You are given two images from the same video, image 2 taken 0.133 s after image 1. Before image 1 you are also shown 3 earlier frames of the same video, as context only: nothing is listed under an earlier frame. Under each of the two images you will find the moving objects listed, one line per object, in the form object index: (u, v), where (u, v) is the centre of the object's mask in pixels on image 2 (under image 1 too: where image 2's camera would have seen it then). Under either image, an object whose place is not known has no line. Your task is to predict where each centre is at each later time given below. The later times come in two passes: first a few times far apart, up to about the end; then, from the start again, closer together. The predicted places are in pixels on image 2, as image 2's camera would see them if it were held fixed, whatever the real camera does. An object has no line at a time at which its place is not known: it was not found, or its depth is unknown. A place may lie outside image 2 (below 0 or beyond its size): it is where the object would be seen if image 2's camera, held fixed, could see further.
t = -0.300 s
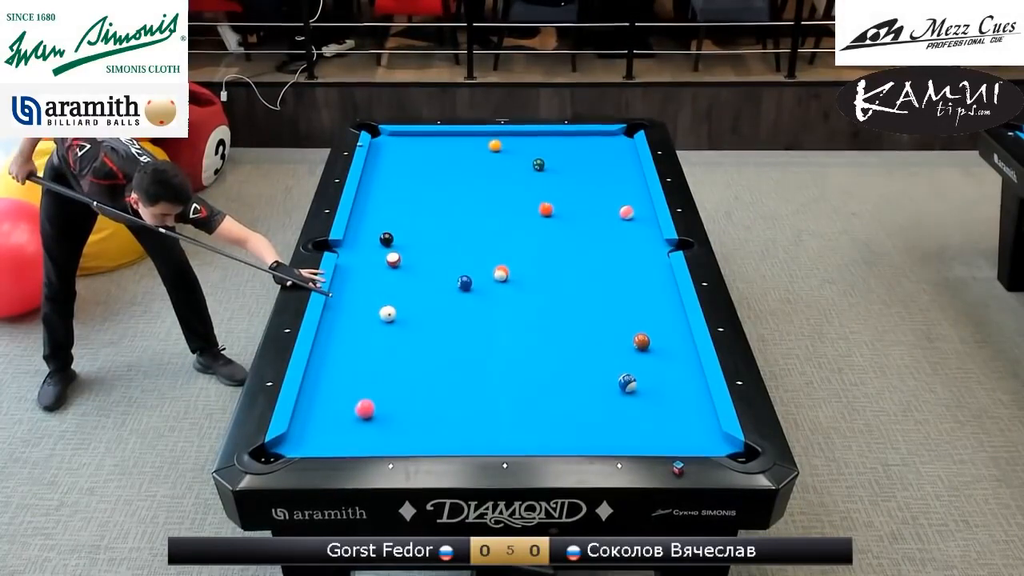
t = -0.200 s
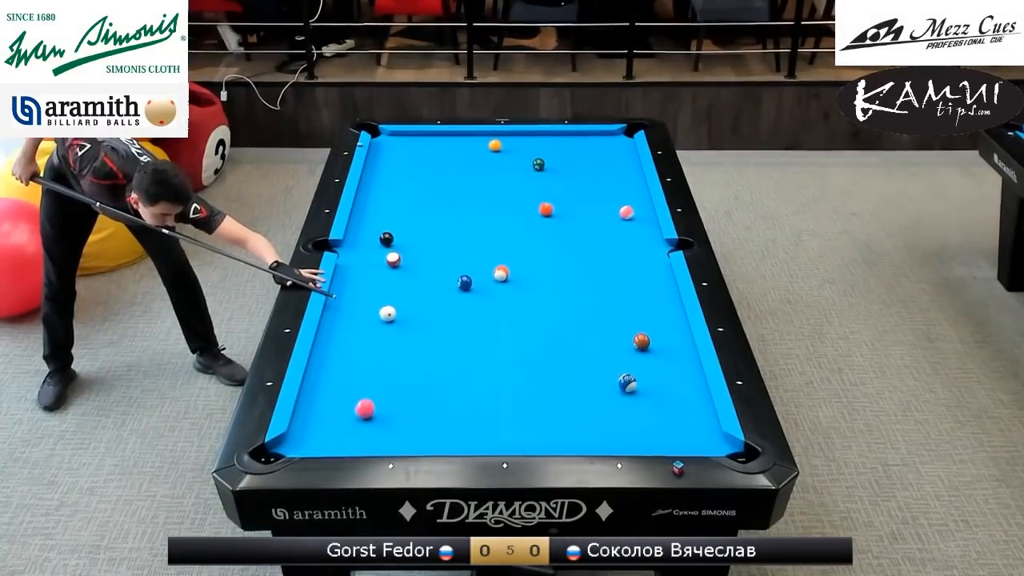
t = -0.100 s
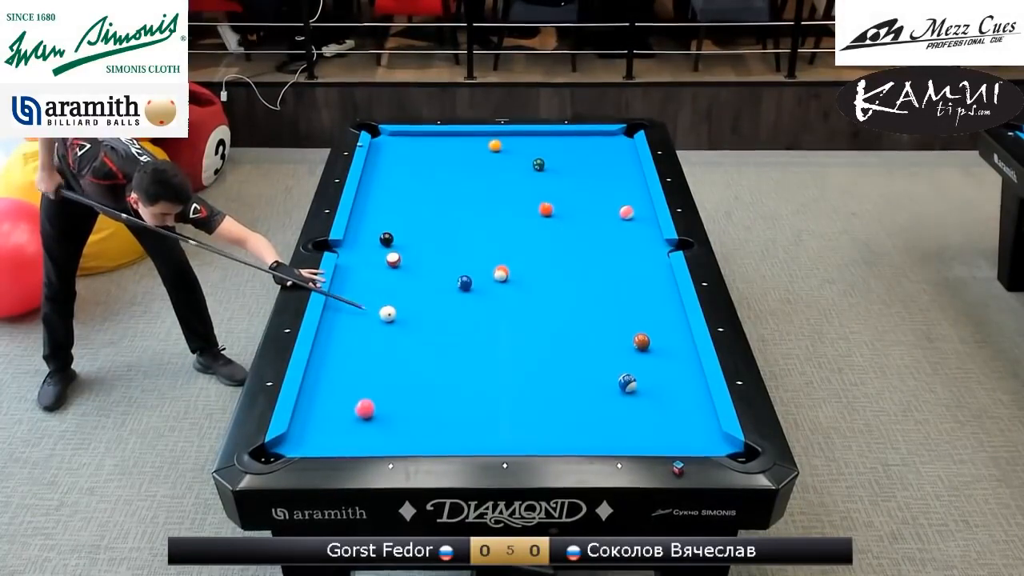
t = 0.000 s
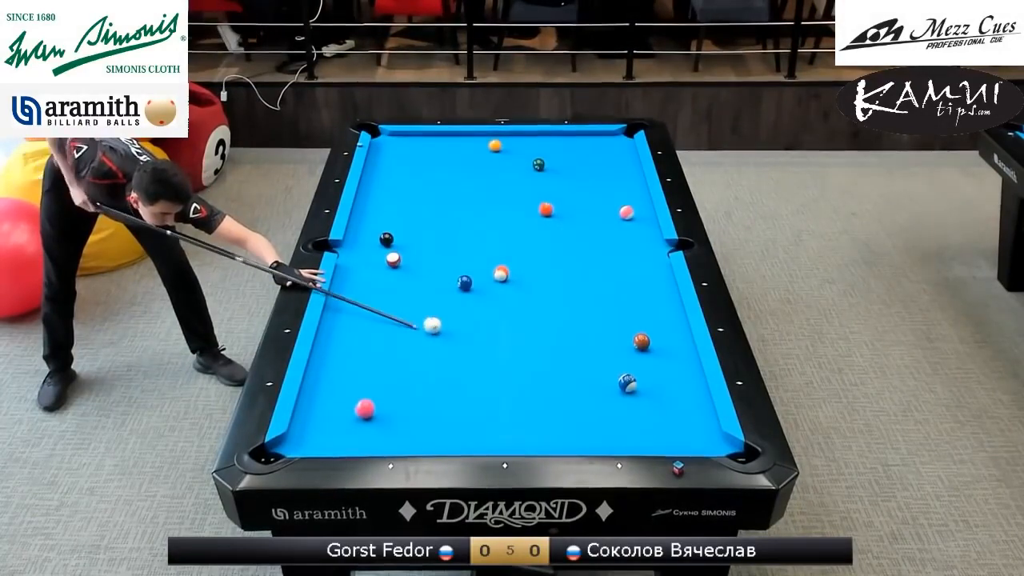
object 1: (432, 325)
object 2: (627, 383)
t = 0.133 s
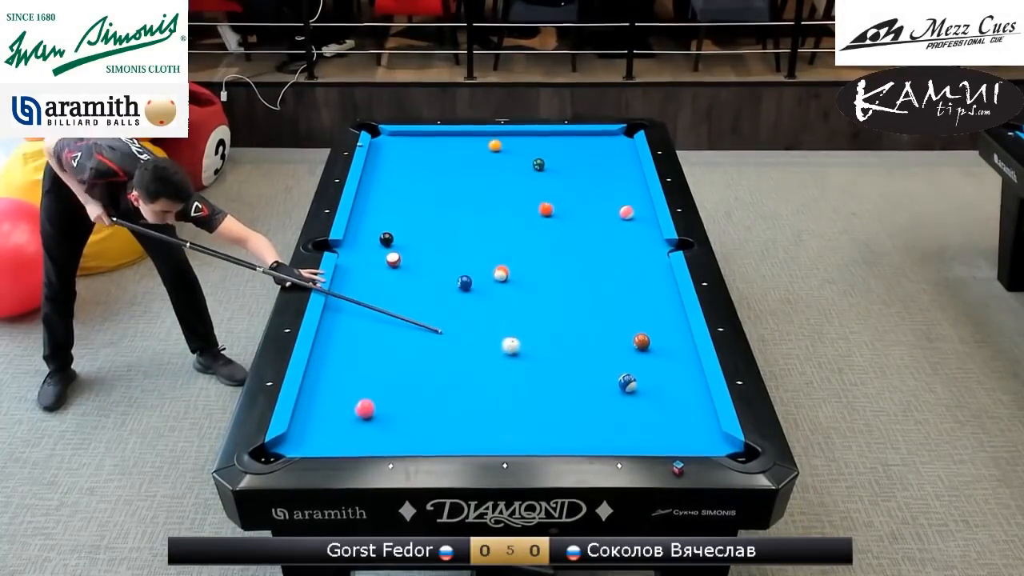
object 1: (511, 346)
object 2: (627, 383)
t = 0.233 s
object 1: (566, 361)
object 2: (627, 383)
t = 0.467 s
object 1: (639, 366)
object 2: (669, 412)
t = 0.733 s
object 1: (665, 352)
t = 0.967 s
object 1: (684, 340)
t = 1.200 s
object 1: (671, 331)
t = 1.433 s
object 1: (656, 322)
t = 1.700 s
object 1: (641, 312)
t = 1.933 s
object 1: (629, 305)
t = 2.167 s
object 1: (618, 298)
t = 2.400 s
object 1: (607, 292)
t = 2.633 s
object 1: (598, 287)
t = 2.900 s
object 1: (589, 282)
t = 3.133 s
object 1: (581, 278)
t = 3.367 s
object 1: (575, 274)
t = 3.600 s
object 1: (568, 271)
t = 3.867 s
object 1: (563, 268)
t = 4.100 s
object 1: (558, 267)
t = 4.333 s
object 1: (555, 265)
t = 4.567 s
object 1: (552, 264)
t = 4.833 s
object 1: (550, 263)
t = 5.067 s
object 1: (550, 263)
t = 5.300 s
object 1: (549, 263)
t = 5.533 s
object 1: (549, 263)
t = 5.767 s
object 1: (549, 263)
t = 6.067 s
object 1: (548, 263)
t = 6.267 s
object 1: (549, 263)
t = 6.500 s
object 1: (549, 263)
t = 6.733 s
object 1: (549, 263)
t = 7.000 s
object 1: (549, 263)
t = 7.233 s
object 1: (549, 263)
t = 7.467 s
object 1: (549, 263)
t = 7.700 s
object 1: (549, 263)
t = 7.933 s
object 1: (549, 263)
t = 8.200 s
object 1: (549, 263)
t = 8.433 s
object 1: (549, 263)
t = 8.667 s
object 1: (549, 263)
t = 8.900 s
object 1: (549, 263)
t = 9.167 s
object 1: (549, 263)
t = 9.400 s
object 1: (549, 263)
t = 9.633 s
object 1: (549, 263)
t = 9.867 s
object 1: (549, 263)
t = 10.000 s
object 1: (549, 263)
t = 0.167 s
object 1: (530, 351)
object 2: (627, 383)
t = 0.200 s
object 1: (548, 356)
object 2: (627, 383)
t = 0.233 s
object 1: (566, 361)
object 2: (627, 383)
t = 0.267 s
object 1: (584, 365)
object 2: (627, 383)
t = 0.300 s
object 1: (602, 370)
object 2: (627, 383)
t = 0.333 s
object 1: (617, 374)
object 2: (630, 385)
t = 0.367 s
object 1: (624, 372)
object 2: (639, 391)
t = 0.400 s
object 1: (629, 370)
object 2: (650, 398)
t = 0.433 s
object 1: (634, 367)
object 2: (660, 405)
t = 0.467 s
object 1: (639, 366)
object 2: (669, 412)
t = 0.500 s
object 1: (643, 364)
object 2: (677, 418)
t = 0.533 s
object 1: (646, 362)
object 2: (687, 424)
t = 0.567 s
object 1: (649, 360)
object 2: (696, 431)
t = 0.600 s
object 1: (653, 358)
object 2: (704, 436)
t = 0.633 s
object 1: (655, 357)
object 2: (714, 442)
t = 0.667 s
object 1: (659, 355)
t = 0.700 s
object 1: (662, 353)
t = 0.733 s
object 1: (665, 352)
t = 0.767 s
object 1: (667, 350)
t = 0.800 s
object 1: (671, 348)
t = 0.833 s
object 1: (673, 347)
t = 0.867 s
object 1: (676, 345)
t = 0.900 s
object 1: (679, 343)
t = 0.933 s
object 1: (682, 342)
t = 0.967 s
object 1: (684, 340)
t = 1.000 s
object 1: (684, 339)
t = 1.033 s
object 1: (682, 338)
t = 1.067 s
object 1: (680, 336)
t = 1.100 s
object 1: (678, 335)
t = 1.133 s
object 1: (675, 333)
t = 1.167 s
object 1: (673, 332)
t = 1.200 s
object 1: (671, 331)
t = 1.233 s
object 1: (669, 329)
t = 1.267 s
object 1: (667, 328)
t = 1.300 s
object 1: (665, 326)
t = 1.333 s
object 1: (663, 325)
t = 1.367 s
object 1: (661, 324)
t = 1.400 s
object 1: (658, 323)
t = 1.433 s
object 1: (656, 322)
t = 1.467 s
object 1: (655, 320)
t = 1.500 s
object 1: (652, 319)
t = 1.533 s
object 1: (651, 318)
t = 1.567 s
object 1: (648, 317)
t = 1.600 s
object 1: (647, 316)
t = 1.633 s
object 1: (645, 314)
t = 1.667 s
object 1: (643, 314)
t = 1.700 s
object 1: (641, 312)
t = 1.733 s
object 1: (639, 311)
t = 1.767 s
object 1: (637, 310)
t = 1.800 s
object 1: (636, 309)
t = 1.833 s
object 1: (634, 308)
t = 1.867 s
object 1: (632, 307)
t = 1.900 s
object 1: (630, 306)
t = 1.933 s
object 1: (629, 305)
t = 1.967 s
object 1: (627, 304)
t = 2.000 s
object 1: (626, 303)
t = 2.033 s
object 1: (624, 302)
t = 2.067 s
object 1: (623, 301)
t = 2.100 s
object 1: (621, 300)
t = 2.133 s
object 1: (619, 299)
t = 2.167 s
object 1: (618, 298)
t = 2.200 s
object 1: (616, 297)
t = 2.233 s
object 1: (615, 297)
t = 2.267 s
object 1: (613, 296)
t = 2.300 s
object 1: (611, 295)
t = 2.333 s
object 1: (610, 294)
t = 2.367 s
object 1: (609, 293)
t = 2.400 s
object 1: (607, 292)
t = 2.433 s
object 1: (606, 292)
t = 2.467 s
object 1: (605, 291)
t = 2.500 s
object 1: (603, 290)
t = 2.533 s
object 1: (602, 289)
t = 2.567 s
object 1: (601, 289)
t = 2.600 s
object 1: (599, 288)
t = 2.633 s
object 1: (598, 287)
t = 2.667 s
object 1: (597, 287)
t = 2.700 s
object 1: (596, 286)
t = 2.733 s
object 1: (594, 285)
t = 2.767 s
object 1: (593, 285)
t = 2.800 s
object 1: (592, 284)
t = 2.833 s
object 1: (591, 283)
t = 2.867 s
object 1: (590, 282)
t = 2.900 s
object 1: (589, 282)
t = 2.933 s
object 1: (588, 281)
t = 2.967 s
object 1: (587, 280)
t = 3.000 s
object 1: (586, 280)
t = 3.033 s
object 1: (585, 279)
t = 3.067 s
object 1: (584, 279)
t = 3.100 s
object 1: (582, 278)
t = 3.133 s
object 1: (581, 278)
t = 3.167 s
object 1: (580, 277)
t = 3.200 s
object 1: (579, 276)
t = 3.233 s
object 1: (578, 276)
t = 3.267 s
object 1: (577, 276)
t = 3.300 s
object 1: (576, 275)
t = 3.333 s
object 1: (576, 275)
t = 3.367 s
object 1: (575, 274)
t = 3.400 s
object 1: (574, 273)
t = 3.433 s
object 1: (573, 273)
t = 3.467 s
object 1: (572, 273)
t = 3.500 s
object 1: (571, 272)
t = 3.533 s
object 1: (570, 272)
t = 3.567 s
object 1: (569, 272)
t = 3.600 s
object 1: (568, 271)
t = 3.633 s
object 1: (568, 271)
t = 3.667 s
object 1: (567, 270)
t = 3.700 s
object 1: (566, 270)
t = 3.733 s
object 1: (566, 270)
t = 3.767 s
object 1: (565, 269)
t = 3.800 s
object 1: (564, 269)
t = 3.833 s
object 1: (563, 269)
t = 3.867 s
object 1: (563, 268)
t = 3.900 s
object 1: (562, 268)
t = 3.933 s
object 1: (561, 268)
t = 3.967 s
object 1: (561, 268)
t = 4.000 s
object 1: (560, 267)
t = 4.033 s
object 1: (559, 267)
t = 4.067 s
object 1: (559, 267)
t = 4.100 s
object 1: (558, 267)
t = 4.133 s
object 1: (558, 266)
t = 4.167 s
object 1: (557, 266)
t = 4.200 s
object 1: (557, 266)
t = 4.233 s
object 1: (556, 266)
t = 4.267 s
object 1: (555, 266)
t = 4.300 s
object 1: (555, 265)
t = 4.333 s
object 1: (555, 265)
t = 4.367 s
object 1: (554, 265)
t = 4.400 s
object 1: (554, 265)
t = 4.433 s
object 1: (553, 265)
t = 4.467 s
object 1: (553, 264)
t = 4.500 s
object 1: (553, 264)
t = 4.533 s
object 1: (552, 264)
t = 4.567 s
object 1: (552, 264)
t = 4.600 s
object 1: (552, 264)
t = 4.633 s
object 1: (551, 264)
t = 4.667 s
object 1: (551, 264)
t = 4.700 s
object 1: (551, 264)
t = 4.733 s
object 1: (551, 264)
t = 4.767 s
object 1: (550, 263)
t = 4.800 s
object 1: (550, 263)
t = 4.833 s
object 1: (550, 263)
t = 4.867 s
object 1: (550, 263)
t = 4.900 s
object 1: (550, 263)
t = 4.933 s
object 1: (550, 263)
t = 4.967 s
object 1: (550, 263)
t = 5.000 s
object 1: (550, 263)
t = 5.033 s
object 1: (550, 263)
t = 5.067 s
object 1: (550, 263)
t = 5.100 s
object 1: (549, 263)
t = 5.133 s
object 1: (549, 263)
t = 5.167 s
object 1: (549, 263)
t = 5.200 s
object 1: (549, 263)
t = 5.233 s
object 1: (549, 263)
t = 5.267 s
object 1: (549, 263)
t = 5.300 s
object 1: (549, 263)
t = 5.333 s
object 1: (549, 263)
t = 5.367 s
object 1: (549, 263)
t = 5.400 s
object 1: (549, 263)
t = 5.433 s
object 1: (549, 263)
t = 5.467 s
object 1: (549, 263)
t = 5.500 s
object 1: (549, 263)
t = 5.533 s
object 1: (549, 263)
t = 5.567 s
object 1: (549, 263)
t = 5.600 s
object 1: (549, 263)
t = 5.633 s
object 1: (549, 263)
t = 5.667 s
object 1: (549, 263)
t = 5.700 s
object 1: (549, 263)
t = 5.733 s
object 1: (549, 263)
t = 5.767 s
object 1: (549, 263)
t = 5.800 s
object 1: (549, 263)
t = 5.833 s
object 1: (549, 263)
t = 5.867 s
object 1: (549, 263)
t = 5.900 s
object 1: (553, 263)
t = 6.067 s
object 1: (548, 263)
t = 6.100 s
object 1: (549, 263)
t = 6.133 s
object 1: (549, 263)
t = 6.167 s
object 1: (549, 263)
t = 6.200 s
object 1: (549, 263)
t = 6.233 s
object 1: (549, 263)
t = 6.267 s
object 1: (549, 263)
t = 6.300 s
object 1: (549, 263)
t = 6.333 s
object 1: (549, 263)
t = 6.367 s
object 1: (549, 263)
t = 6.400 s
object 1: (549, 263)
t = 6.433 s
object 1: (549, 263)
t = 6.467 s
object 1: (549, 263)
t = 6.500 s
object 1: (549, 263)
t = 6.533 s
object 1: (549, 263)
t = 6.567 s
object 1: (549, 263)
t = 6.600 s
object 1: (549, 263)
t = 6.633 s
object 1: (549, 263)
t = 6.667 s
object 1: (549, 263)
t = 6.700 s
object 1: (549, 263)
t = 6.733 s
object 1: (549, 263)
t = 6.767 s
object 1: (549, 263)
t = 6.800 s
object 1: (549, 263)
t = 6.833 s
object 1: (549, 263)
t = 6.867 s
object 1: (549, 263)
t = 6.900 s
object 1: (549, 263)
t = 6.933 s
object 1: (549, 263)
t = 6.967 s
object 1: (549, 263)
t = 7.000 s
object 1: (549, 263)
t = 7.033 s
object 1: (549, 263)
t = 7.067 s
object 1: (549, 263)
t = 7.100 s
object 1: (549, 263)
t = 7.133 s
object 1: (549, 263)
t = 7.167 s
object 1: (549, 263)
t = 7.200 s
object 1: (549, 263)
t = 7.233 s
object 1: (549, 263)
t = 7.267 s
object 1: (549, 263)
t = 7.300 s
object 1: (549, 263)
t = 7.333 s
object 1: (549, 263)
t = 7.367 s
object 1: (549, 263)
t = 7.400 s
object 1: (549, 263)
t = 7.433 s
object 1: (549, 263)
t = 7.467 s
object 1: (549, 263)
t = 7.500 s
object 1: (549, 263)
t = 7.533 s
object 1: (549, 263)
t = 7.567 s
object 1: (549, 263)
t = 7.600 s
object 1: (549, 263)
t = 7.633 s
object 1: (549, 263)
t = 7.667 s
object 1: (549, 263)
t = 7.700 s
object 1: (549, 263)
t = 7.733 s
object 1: (549, 263)
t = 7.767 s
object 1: (549, 263)
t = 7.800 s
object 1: (549, 263)
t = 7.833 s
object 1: (549, 263)
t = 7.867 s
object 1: (549, 263)
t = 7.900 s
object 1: (549, 263)
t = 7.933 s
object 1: (549, 263)
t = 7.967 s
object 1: (549, 263)
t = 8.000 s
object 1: (549, 263)
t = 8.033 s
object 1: (549, 263)
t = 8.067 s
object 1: (549, 263)
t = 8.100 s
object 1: (549, 263)
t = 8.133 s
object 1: (549, 263)
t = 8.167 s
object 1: (549, 263)
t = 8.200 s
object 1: (549, 263)
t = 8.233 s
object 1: (549, 263)
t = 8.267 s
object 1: (549, 263)
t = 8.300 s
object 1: (549, 263)
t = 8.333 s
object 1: (549, 263)
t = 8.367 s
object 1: (549, 263)
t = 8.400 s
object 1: (549, 263)
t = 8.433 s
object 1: (549, 263)
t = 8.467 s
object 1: (549, 263)
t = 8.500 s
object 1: (549, 263)
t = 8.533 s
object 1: (549, 263)
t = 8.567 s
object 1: (549, 263)
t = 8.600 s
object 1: (549, 263)
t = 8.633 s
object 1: (549, 263)
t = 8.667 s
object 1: (549, 263)
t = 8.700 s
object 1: (549, 263)
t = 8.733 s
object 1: (549, 263)
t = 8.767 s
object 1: (549, 263)
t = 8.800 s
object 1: (549, 263)
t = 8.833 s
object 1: (549, 263)
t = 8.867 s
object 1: (549, 263)
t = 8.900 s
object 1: (549, 263)
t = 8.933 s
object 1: (549, 263)
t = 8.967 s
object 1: (549, 263)
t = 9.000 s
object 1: (549, 263)
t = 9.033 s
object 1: (549, 263)
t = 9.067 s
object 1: (549, 263)
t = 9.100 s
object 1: (549, 263)
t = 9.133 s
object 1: (549, 263)
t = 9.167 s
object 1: (549, 263)
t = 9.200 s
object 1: (549, 263)
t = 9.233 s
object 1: (549, 263)
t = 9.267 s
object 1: (549, 263)
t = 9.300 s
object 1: (549, 263)
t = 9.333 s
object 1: (549, 263)
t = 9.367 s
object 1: (549, 263)
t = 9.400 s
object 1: (549, 263)
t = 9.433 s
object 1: (549, 263)
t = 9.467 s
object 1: (549, 263)
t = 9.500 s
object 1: (549, 263)
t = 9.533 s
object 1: (549, 263)
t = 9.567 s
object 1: (549, 263)
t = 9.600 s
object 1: (549, 263)
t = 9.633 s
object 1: (549, 263)
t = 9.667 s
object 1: (549, 263)
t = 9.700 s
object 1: (549, 263)
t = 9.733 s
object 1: (549, 263)
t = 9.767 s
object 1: (549, 263)
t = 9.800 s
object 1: (549, 263)
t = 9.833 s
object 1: (549, 263)
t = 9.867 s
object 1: (549, 263)
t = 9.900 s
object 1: (549, 263)
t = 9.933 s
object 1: (549, 263)
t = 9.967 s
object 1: (549, 263)
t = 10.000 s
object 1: (549, 263)
